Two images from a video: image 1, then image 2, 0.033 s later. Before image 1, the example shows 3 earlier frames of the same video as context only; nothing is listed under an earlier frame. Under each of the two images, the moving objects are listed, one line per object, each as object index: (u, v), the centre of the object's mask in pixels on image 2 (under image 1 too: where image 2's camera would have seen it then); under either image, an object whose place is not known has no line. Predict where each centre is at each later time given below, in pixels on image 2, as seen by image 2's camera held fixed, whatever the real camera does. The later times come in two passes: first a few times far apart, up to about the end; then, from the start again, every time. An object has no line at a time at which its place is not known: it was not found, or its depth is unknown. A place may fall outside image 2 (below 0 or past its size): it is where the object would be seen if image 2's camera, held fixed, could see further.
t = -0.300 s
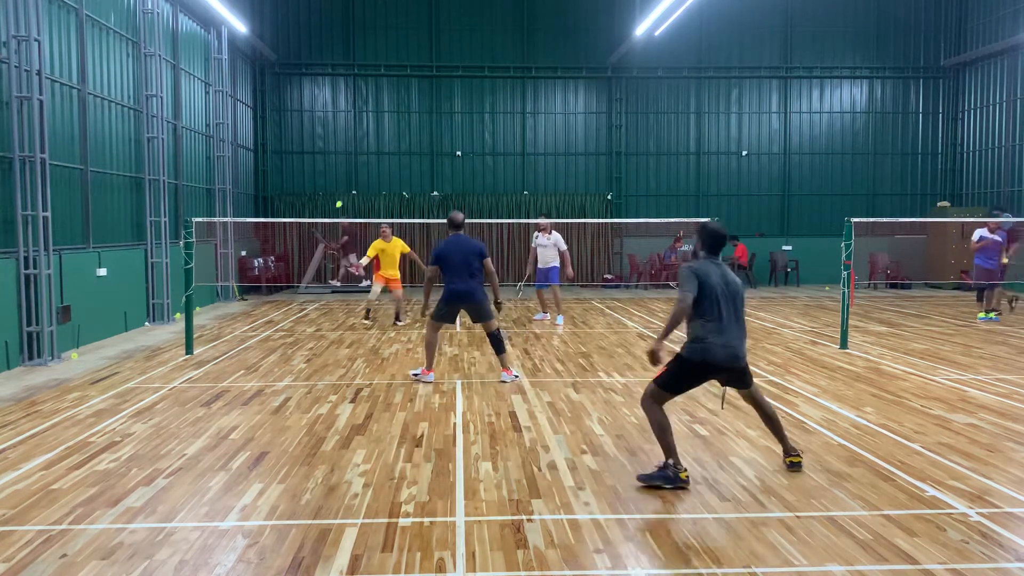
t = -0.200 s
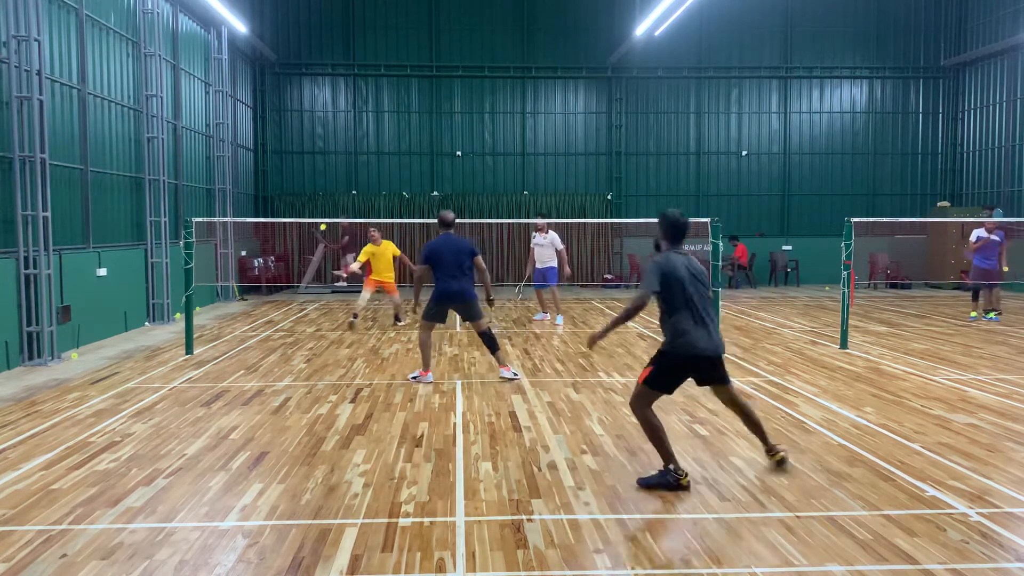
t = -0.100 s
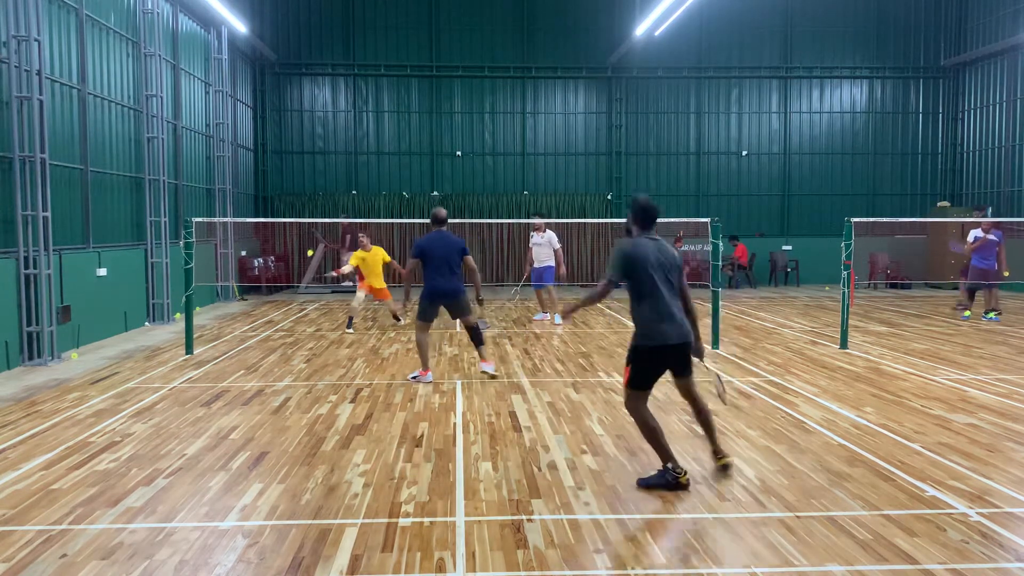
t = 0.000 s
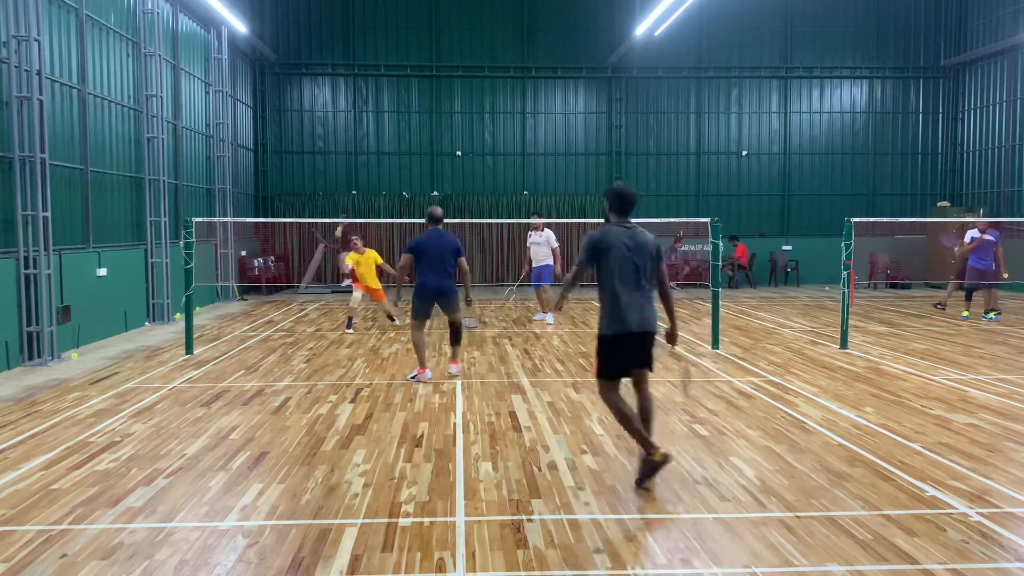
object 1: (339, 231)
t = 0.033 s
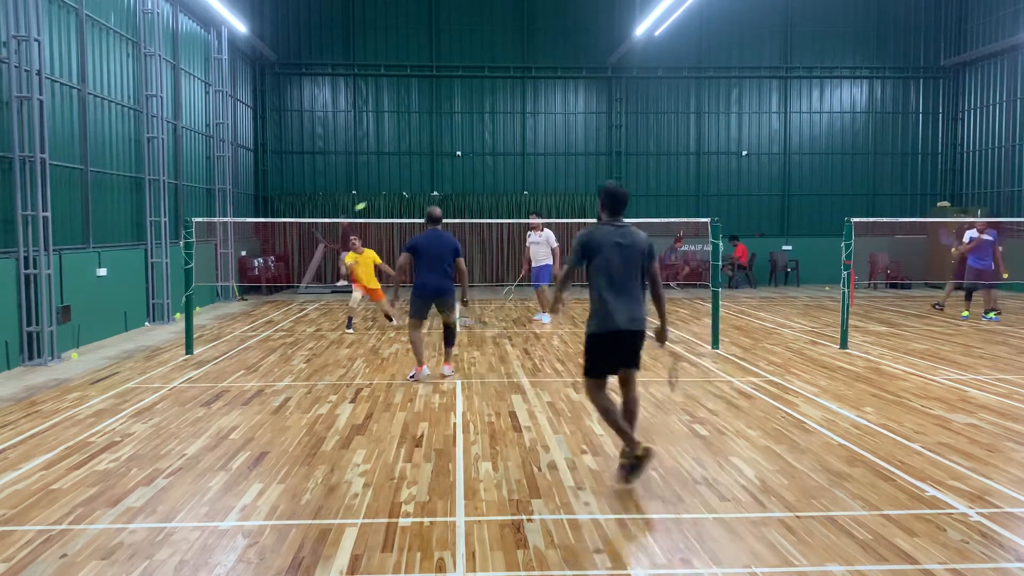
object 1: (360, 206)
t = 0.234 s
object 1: (486, 104)
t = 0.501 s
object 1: (633, 42)
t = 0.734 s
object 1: (757, 64)
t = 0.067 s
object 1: (385, 186)
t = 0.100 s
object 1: (406, 166)
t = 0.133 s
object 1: (427, 148)
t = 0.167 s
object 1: (447, 132)
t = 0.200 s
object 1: (467, 117)
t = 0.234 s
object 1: (486, 104)
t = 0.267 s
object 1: (505, 91)
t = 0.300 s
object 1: (524, 80)
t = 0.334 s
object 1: (543, 71)
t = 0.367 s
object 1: (561, 62)
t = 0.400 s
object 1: (579, 55)
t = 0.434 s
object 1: (598, 49)
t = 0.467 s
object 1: (615, 45)
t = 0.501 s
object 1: (633, 42)
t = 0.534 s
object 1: (651, 41)
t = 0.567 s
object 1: (669, 41)
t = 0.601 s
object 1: (687, 42)
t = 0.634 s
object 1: (704, 45)
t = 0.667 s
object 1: (722, 50)
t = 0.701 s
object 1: (739, 56)
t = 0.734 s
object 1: (757, 64)
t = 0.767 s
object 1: (773, 73)
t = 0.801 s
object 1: (791, 84)
